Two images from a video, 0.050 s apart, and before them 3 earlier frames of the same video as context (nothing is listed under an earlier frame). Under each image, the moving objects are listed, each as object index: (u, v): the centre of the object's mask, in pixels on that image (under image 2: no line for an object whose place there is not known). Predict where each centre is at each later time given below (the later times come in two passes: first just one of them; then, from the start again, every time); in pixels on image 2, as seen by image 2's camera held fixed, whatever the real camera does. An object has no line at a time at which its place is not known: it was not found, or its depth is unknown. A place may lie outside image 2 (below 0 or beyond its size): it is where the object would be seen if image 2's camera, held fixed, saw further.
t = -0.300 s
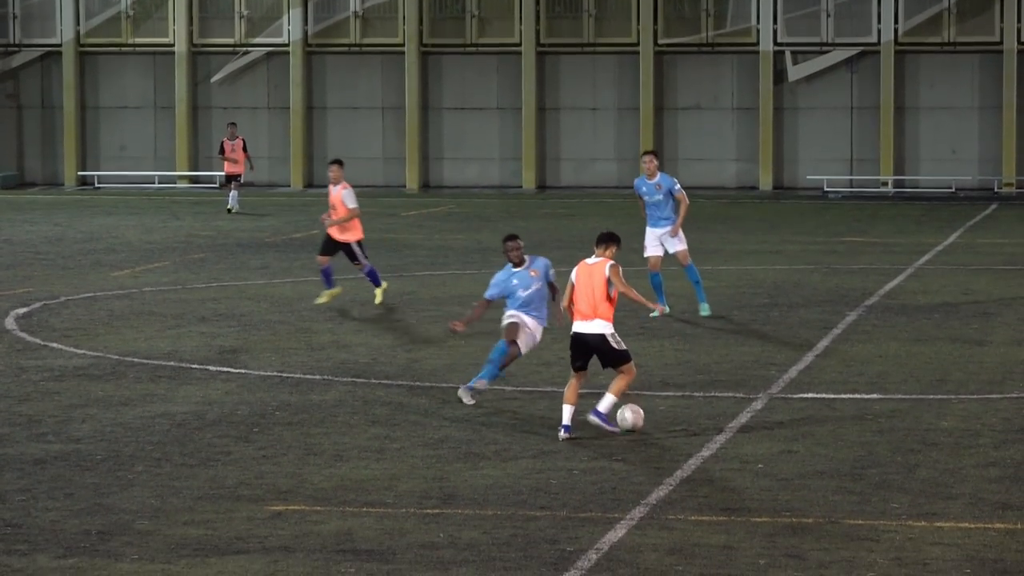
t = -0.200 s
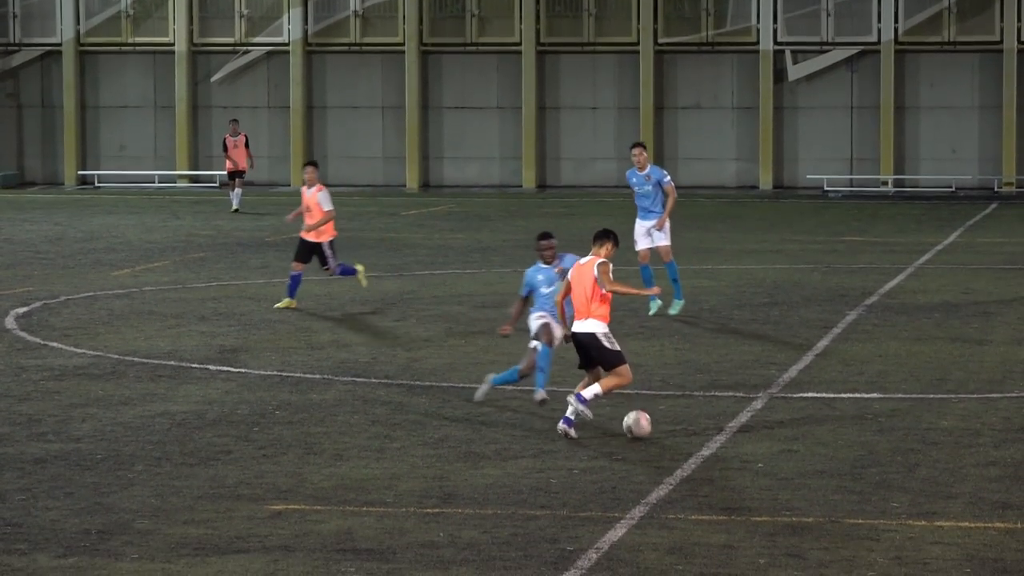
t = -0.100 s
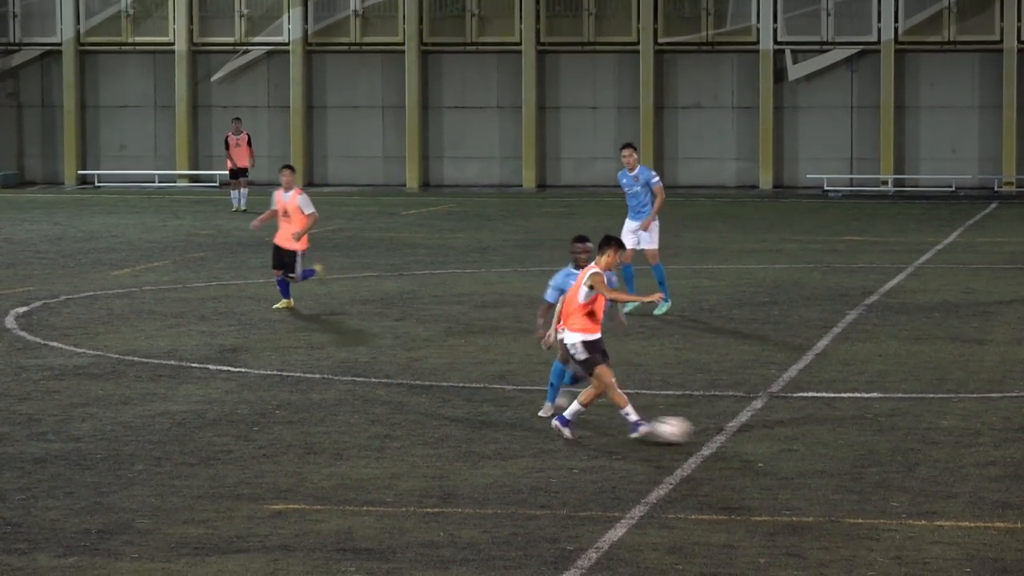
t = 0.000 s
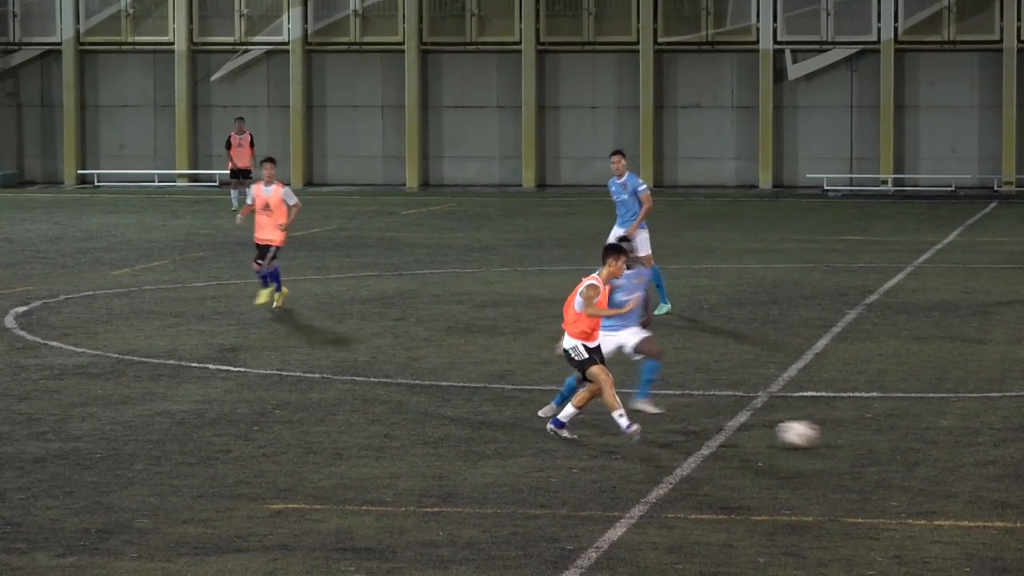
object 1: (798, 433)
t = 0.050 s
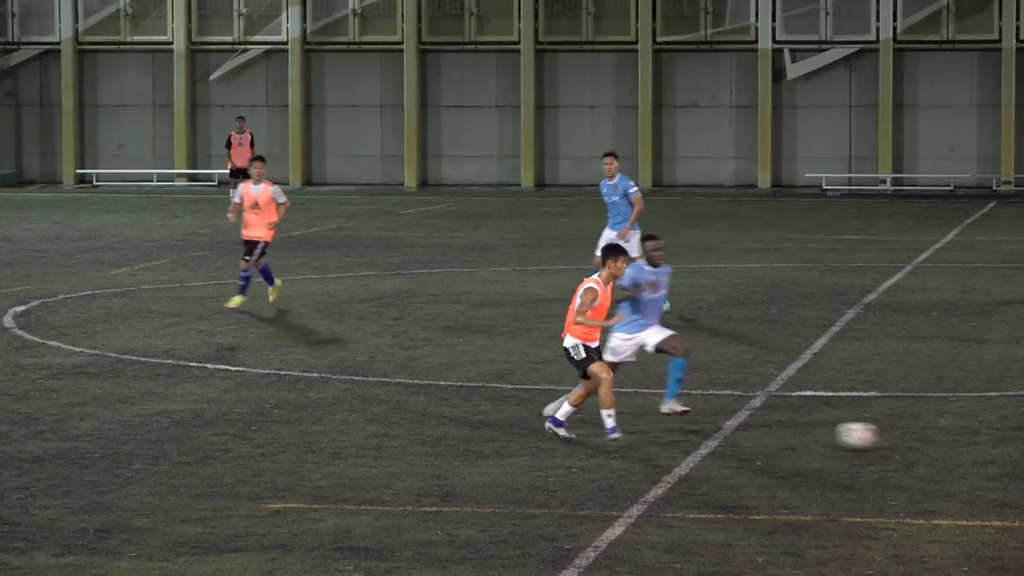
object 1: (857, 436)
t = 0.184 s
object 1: (1008, 441)
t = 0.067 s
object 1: (876, 436)
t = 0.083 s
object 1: (895, 437)
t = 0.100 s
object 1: (916, 437)
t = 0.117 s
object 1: (934, 438)
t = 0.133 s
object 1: (953, 439)
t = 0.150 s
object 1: (972, 440)
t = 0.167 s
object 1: (991, 441)
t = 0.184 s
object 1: (1008, 441)
